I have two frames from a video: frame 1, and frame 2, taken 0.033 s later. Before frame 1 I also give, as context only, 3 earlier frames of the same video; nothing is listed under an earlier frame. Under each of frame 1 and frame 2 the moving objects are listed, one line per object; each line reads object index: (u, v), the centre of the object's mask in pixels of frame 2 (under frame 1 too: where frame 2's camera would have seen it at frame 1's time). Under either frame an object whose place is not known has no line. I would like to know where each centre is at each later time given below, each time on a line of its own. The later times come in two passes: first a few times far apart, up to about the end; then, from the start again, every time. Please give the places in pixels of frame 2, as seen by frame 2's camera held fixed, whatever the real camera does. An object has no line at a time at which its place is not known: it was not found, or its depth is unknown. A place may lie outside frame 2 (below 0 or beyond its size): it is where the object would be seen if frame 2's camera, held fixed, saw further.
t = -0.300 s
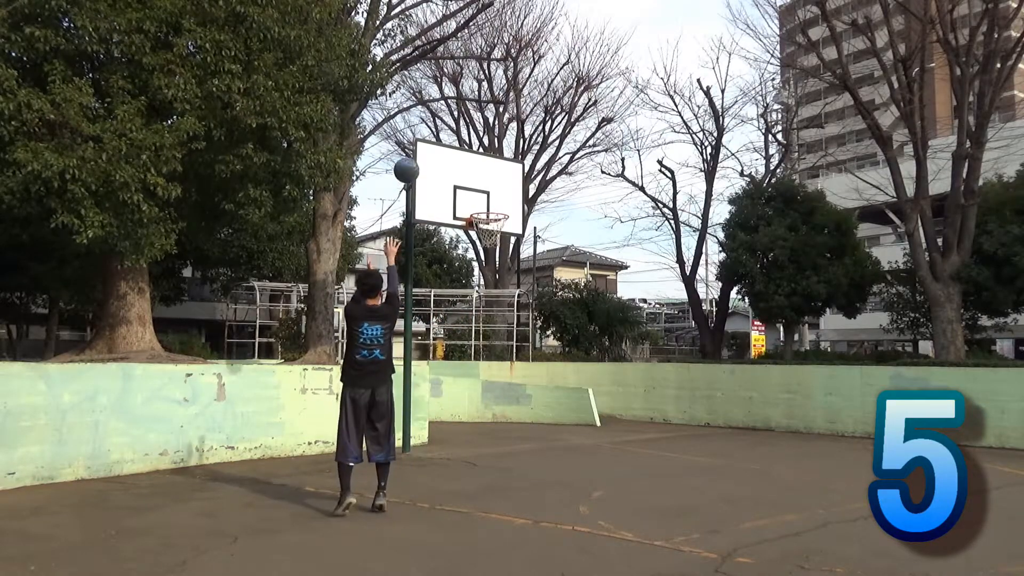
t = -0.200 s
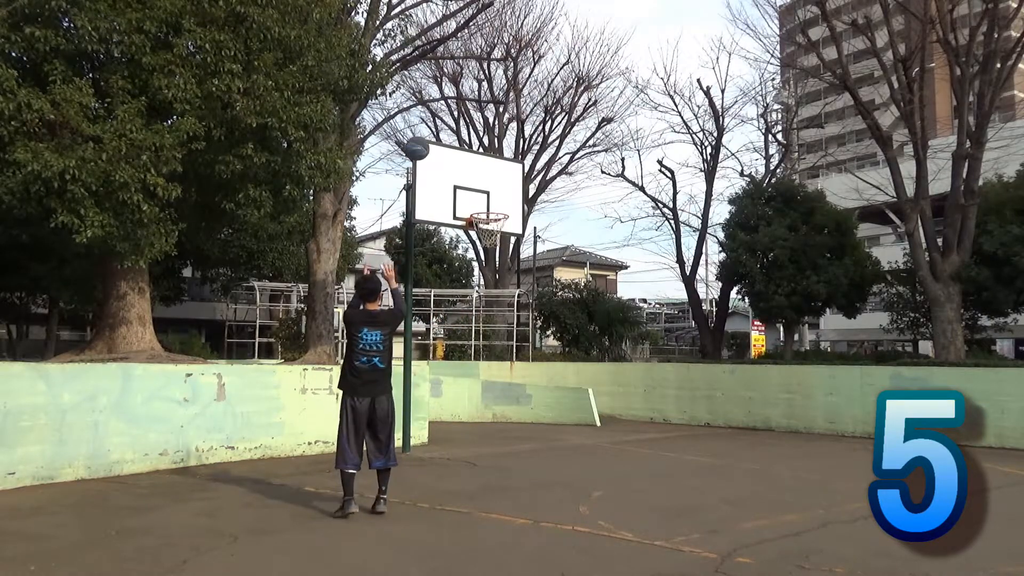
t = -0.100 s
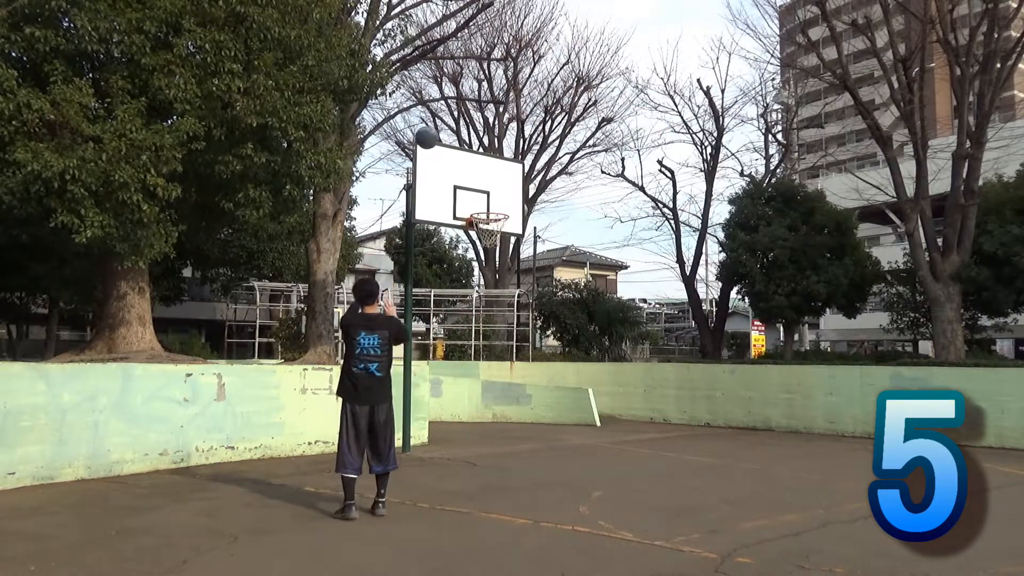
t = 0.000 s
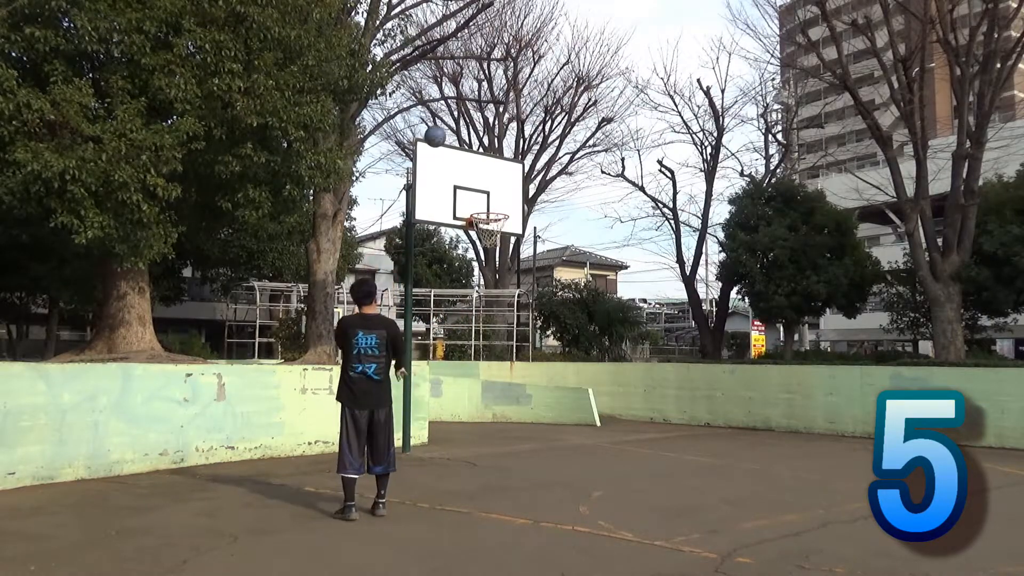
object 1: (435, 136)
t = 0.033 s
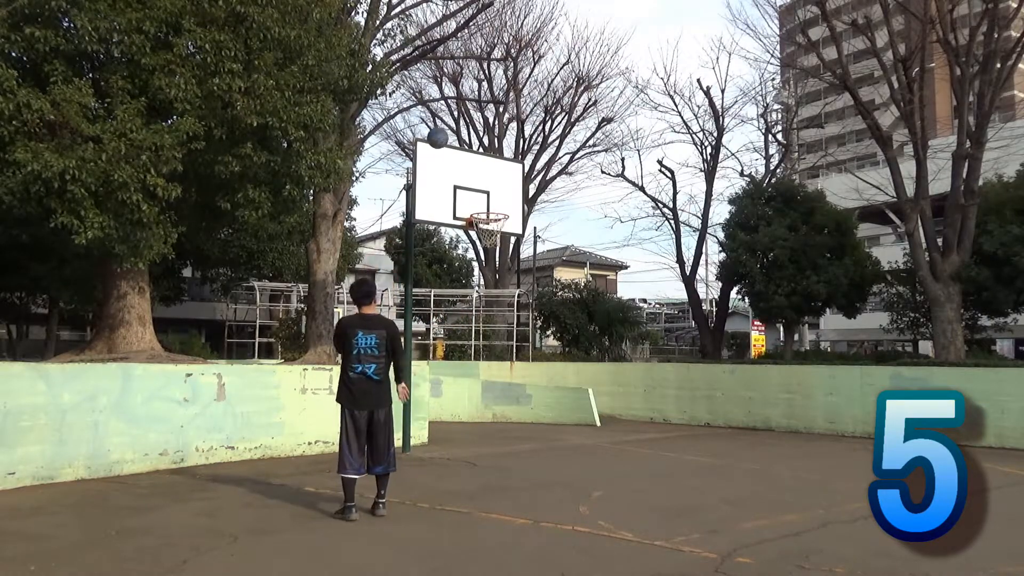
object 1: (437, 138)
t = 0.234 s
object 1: (451, 164)
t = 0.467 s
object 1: (486, 208)
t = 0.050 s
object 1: (439, 139)
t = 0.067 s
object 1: (440, 140)
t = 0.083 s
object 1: (441, 142)
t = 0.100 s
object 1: (442, 143)
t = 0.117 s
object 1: (443, 145)
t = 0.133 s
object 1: (444, 147)
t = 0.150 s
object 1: (445, 150)
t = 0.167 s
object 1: (446, 152)
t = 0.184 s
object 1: (447, 155)
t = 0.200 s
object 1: (449, 158)
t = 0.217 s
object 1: (450, 161)
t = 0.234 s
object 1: (451, 164)
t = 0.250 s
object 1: (452, 168)
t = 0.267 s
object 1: (453, 172)
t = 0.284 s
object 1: (454, 175)
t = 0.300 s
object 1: (455, 179)
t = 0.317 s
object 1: (456, 183)
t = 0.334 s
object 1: (458, 186)
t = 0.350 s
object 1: (461, 189)
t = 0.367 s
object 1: (465, 192)
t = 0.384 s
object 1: (468, 195)
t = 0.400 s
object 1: (472, 198)
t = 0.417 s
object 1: (476, 201)
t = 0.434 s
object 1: (479, 204)
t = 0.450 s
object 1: (483, 206)
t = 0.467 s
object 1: (486, 208)
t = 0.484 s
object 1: (490, 217)
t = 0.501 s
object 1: (494, 221)
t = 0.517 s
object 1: (496, 224)
